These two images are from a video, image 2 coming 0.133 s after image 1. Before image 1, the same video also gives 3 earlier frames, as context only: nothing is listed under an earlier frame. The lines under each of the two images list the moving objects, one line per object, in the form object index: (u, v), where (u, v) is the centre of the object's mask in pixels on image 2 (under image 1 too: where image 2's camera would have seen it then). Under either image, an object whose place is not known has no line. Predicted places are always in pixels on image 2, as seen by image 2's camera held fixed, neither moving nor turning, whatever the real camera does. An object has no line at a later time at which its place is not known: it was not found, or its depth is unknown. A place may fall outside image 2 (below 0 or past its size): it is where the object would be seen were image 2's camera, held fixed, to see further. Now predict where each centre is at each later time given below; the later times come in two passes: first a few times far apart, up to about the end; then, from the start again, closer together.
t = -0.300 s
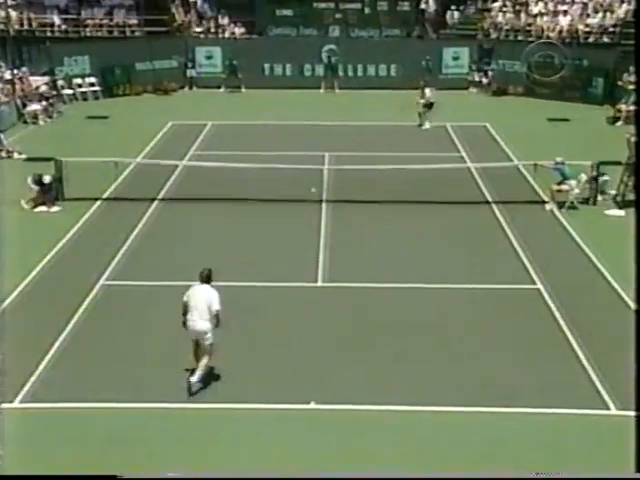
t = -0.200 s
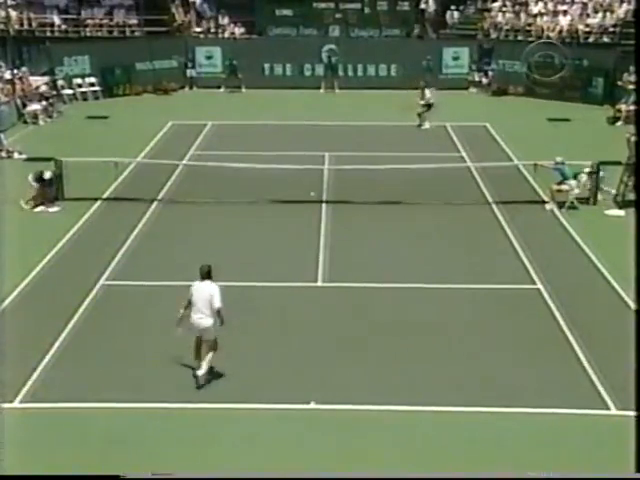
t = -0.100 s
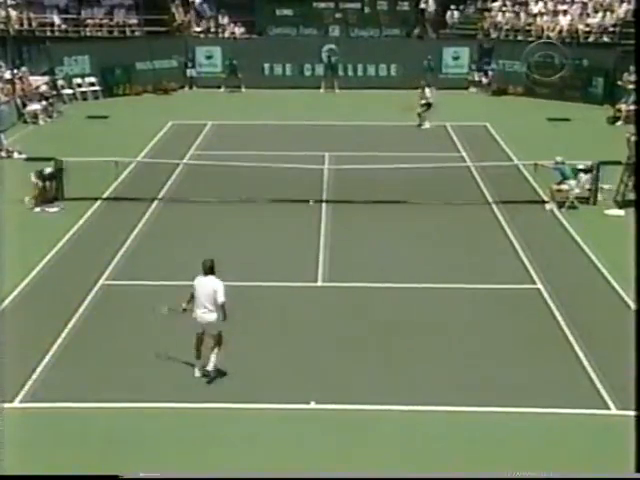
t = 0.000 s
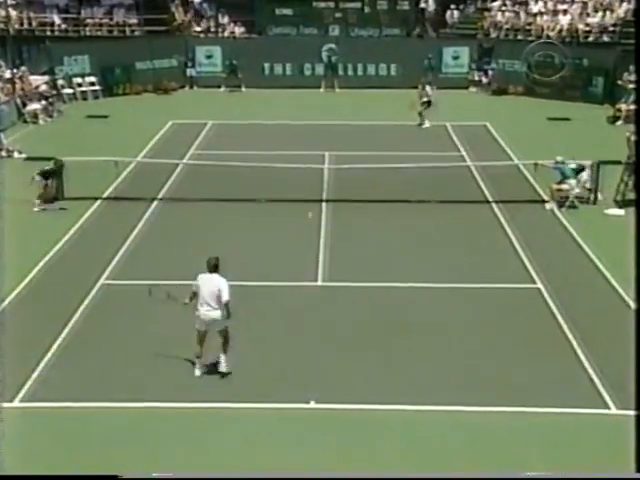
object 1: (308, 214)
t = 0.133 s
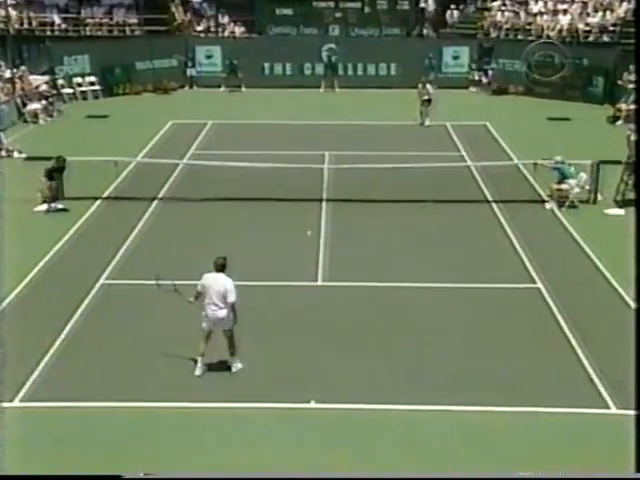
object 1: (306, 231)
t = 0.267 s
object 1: (306, 223)
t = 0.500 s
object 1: (302, 231)
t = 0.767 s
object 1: (301, 257)
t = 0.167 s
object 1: (306, 229)
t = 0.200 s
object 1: (305, 226)
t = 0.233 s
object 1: (305, 225)
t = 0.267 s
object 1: (306, 223)
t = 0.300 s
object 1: (305, 223)
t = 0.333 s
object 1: (305, 223)
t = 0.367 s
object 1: (305, 223)
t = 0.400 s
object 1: (305, 225)
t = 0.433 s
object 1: (304, 226)
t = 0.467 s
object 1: (304, 227)
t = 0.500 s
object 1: (302, 231)
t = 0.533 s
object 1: (303, 232)
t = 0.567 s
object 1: (302, 238)
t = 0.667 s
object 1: (301, 252)
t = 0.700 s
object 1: (301, 258)
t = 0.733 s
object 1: (301, 259)
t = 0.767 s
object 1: (301, 257)
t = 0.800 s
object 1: (299, 255)
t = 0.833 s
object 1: (299, 255)
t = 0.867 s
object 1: (299, 255)
